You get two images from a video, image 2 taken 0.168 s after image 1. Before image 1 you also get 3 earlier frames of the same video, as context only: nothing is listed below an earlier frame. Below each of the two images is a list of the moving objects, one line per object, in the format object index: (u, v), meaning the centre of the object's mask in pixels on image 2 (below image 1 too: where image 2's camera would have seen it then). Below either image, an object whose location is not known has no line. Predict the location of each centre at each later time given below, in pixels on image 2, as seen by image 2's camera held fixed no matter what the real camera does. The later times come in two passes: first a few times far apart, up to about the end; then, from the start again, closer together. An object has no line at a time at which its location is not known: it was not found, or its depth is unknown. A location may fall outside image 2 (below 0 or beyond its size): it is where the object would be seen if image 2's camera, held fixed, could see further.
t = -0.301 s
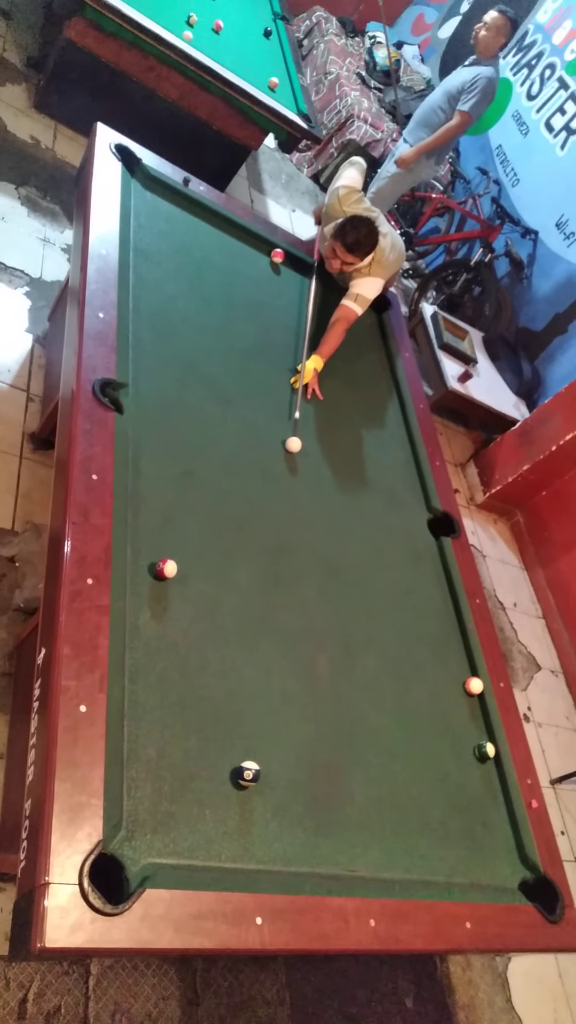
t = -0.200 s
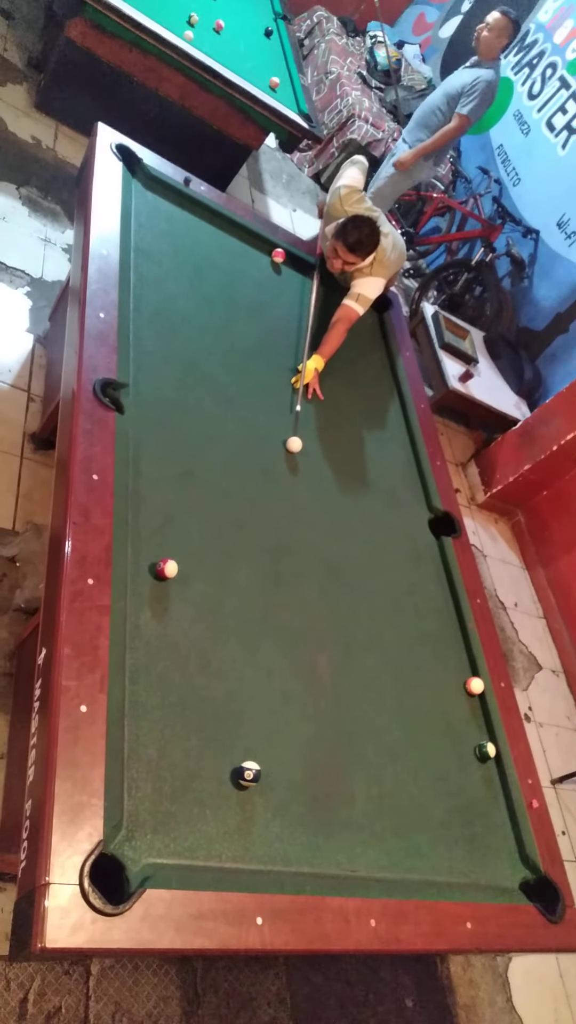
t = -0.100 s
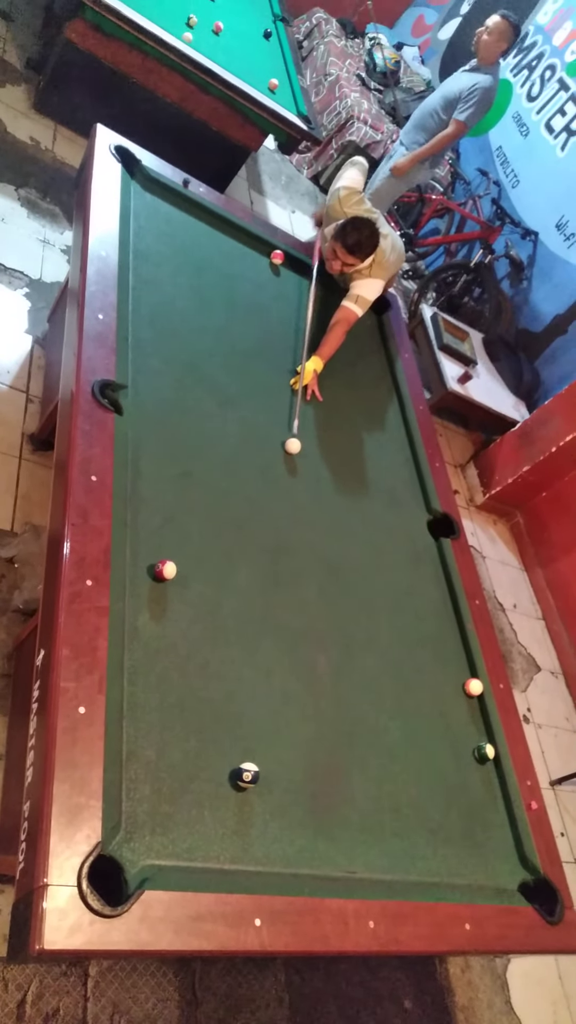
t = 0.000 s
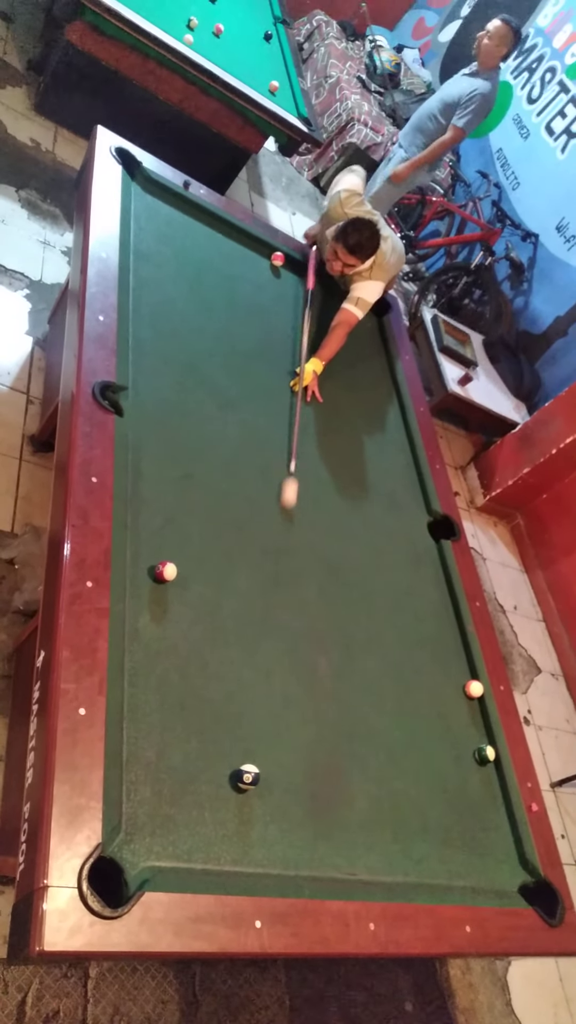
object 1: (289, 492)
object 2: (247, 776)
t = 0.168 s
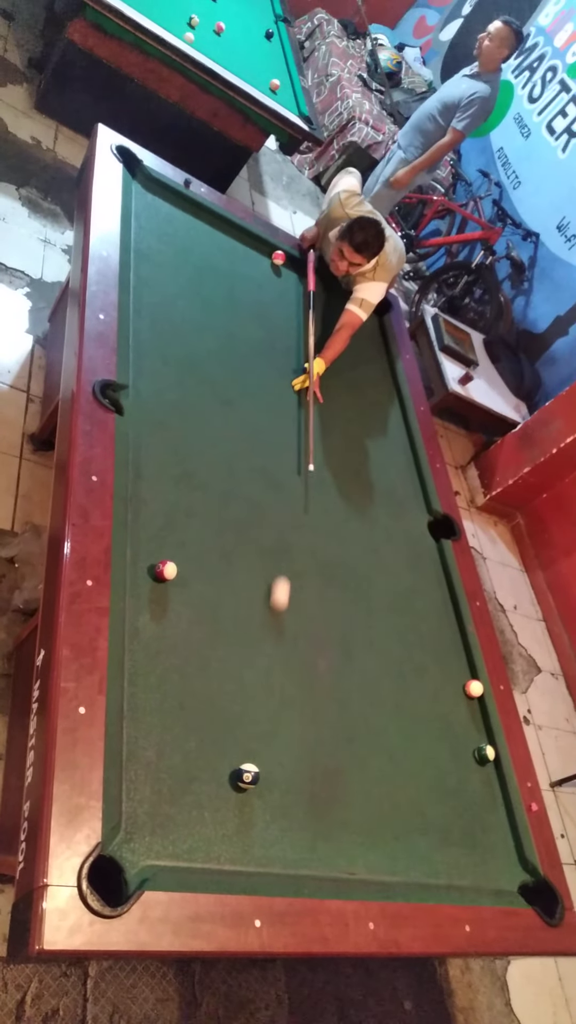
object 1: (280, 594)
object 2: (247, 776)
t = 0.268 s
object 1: (273, 662)
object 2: (247, 776)
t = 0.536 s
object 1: (299, 862)
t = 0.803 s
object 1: (324, 778)
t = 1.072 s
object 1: (343, 705)
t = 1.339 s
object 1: (358, 645)
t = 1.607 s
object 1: (370, 595)
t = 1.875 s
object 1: (381, 553)
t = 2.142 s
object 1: (390, 516)
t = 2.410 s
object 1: (398, 485)
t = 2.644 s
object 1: (404, 460)
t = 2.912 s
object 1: (405, 436)
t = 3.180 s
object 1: (393, 415)
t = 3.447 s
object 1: (383, 397)
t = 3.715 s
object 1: (373, 380)
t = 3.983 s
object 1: (363, 364)
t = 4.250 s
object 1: (354, 349)
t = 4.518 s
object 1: (346, 336)
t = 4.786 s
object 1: (339, 325)
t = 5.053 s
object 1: (334, 314)
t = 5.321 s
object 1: (328, 305)
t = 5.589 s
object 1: (325, 297)
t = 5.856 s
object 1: (321, 290)
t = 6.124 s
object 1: (318, 283)
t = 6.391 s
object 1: (315, 279)
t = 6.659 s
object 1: (312, 274)
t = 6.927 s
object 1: (312, 274)
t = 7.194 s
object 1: (312, 274)
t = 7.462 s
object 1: (313, 274)
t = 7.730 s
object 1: (313, 274)
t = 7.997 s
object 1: (313, 274)
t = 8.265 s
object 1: (313, 274)
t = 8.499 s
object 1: (313, 274)
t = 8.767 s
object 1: (313, 274)
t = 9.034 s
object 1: (313, 274)
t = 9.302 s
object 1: (314, 274)
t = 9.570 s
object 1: (314, 273)
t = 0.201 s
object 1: (277, 616)
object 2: (247, 776)
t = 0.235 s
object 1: (276, 638)
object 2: (247, 776)
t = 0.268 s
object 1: (273, 662)
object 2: (247, 776)
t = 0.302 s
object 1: (271, 688)
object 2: (247, 776)
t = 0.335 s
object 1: (269, 714)
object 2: (247, 776)
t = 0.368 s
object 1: (266, 742)
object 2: (248, 776)
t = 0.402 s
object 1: (267, 768)
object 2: (244, 778)
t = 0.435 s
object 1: (274, 793)
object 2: (233, 783)
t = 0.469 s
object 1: (283, 816)
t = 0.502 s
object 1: (292, 841)
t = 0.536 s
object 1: (299, 862)
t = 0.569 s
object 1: (303, 857)
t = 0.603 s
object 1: (307, 844)
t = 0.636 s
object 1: (310, 832)
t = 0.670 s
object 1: (313, 821)
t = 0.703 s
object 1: (316, 810)
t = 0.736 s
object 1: (319, 799)
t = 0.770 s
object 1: (321, 789)
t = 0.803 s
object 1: (324, 778)
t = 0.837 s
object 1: (327, 768)
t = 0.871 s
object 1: (329, 759)
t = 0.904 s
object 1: (331, 749)
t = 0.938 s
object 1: (334, 740)
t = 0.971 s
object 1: (336, 731)
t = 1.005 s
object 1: (338, 722)
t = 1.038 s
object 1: (341, 713)
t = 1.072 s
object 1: (343, 705)
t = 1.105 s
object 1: (345, 697)
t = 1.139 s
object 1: (347, 689)
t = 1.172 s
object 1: (349, 681)
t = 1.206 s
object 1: (351, 674)
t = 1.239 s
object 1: (353, 666)
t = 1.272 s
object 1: (354, 659)
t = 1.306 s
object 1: (356, 652)
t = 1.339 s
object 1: (358, 645)
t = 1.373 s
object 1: (360, 639)
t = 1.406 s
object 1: (361, 632)
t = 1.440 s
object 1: (363, 625)
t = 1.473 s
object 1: (365, 619)
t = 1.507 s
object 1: (366, 612)
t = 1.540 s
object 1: (368, 606)
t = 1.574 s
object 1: (369, 601)
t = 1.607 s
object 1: (370, 595)
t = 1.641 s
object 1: (372, 589)
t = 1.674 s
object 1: (374, 584)
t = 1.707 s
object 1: (375, 578)
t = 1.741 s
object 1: (376, 573)
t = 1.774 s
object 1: (378, 568)
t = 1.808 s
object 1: (379, 563)
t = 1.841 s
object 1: (380, 558)
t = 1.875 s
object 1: (381, 553)
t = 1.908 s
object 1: (383, 548)
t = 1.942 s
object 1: (384, 543)
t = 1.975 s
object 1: (385, 538)
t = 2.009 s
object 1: (386, 534)
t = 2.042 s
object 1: (388, 530)
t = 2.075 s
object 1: (388, 525)
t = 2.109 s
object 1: (389, 521)
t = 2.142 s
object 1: (390, 516)
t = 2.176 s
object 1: (391, 512)
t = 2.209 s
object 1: (392, 508)
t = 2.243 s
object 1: (393, 504)
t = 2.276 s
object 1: (394, 500)
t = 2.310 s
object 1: (395, 496)
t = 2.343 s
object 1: (396, 492)
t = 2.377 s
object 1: (397, 489)
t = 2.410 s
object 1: (398, 485)
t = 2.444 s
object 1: (399, 481)
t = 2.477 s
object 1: (400, 477)
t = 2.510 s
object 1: (401, 474)
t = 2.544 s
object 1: (402, 471)
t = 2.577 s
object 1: (402, 467)
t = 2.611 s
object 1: (403, 464)
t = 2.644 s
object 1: (404, 460)
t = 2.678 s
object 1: (405, 457)
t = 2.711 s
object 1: (406, 454)
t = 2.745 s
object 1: (407, 450)
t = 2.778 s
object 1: (408, 447)
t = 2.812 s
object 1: (408, 444)
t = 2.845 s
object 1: (408, 442)
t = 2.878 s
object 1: (406, 439)
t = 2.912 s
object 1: (405, 436)
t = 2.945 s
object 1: (403, 433)
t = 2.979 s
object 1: (402, 431)
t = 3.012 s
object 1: (400, 428)
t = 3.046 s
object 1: (399, 426)
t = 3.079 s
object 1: (397, 423)
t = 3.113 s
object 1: (396, 421)
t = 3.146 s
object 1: (395, 418)
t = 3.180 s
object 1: (393, 415)
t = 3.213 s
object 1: (392, 413)
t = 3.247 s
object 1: (391, 411)
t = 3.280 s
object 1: (389, 408)
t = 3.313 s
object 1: (388, 406)
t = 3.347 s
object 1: (387, 404)
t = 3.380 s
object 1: (385, 401)
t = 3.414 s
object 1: (384, 399)
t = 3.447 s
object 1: (383, 397)
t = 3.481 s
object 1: (381, 395)
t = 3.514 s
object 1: (380, 392)
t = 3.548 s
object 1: (379, 390)
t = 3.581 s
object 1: (377, 388)
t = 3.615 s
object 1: (376, 386)
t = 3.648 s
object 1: (375, 383)
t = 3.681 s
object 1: (374, 382)
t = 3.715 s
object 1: (373, 380)
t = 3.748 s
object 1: (371, 377)
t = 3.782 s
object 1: (370, 376)
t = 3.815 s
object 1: (369, 373)
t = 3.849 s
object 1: (368, 372)
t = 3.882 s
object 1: (367, 369)
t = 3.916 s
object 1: (365, 367)
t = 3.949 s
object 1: (364, 366)
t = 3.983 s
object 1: (363, 364)
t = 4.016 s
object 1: (362, 362)
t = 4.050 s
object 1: (361, 360)
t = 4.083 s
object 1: (360, 358)
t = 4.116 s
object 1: (358, 356)
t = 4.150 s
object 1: (357, 355)
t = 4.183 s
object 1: (356, 353)
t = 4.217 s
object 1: (355, 351)
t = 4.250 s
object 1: (354, 349)
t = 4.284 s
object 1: (353, 348)
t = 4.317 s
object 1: (352, 346)
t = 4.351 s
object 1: (351, 344)
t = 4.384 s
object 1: (350, 343)
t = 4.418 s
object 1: (349, 341)
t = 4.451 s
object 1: (348, 339)
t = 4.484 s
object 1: (347, 338)
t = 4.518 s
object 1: (346, 336)
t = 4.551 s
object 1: (345, 334)
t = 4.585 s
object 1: (345, 333)
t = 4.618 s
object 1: (344, 332)
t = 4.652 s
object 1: (343, 330)
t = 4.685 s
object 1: (342, 328)
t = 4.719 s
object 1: (341, 327)
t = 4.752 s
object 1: (340, 326)
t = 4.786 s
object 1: (339, 325)
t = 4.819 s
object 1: (339, 323)
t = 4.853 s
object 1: (338, 322)
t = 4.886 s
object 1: (337, 320)
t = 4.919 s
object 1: (336, 319)
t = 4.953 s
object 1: (336, 318)
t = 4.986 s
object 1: (335, 317)
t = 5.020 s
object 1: (334, 315)
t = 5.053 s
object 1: (334, 314)
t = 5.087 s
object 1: (333, 313)
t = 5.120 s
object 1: (333, 311)
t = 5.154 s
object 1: (332, 310)
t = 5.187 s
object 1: (331, 309)
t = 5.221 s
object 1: (330, 308)
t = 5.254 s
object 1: (330, 307)
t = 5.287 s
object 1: (329, 306)
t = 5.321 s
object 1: (328, 305)
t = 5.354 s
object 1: (328, 304)
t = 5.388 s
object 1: (327, 303)
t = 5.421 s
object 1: (327, 302)
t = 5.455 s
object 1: (326, 301)
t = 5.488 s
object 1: (326, 299)
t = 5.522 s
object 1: (325, 299)
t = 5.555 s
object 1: (325, 298)
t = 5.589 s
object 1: (325, 297)
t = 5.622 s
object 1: (324, 296)
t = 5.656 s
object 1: (324, 295)
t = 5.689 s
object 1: (323, 294)
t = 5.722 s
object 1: (323, 293)
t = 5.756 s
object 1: (323, 292)
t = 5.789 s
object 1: (322, 291)
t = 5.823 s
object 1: (321, 290)
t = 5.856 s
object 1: (321, 290)
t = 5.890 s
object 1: (321, 289)
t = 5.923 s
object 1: (320, 288)
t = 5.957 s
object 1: (320, 287)
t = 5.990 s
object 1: (320, 286)
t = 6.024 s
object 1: (319, 286)
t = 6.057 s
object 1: (319, 285)
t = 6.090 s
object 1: (318, 284)
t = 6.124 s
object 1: (318, 283)
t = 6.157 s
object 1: (317, 283)
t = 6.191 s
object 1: (317, 282)
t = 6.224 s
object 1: (317, 281)
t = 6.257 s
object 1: (316, 281)
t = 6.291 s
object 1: (316, 281)
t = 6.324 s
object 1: (315, 280)
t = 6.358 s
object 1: (315, 279)
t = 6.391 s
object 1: (315, 279)
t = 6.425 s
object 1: (315, 278)
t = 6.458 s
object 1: (314, 277)
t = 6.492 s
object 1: (314, 276)
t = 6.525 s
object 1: (314, 276)
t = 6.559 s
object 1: (313, 275)
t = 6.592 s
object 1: (313, 275)
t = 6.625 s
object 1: (313, 274)
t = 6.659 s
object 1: (312, 274)
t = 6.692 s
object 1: (312, 274)
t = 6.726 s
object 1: (312, 273)
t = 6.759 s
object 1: (312, 274)
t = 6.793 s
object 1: (312, 274)
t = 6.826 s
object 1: (312, 274)
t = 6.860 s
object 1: (312, 274)
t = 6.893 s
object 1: (312, 274)
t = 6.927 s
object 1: (312, 274)
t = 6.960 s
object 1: (312, 274)
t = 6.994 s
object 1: (312, 275)
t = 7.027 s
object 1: (312, 274)
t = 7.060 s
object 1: (312, 274)
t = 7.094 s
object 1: (312, 274)
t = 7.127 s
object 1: (312, 275)
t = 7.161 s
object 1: (312, 274)
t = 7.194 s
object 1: (312, 274)
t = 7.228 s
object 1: (313, 274)
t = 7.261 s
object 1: (313, 274)
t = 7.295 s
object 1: (313, 274)
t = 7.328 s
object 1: (313, 274)
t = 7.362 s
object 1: (313, 274)
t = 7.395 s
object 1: (313, 274)
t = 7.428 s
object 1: (312, 274)
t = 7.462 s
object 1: (313, 274)
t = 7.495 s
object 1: (312, 274)
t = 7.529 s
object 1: (312, 274)
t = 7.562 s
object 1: (312, 274)
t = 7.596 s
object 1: (312, 274)
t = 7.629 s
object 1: (312, 274)
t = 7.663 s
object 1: (313, 274)
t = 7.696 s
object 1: (313, 274)
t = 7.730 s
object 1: (313, 274)
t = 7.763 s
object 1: (312, 274)
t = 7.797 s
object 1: (312, 274)
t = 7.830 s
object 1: (313, 274)
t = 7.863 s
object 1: (313, 274)
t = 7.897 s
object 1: (313, 274)
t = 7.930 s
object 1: (313, 274)
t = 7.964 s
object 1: (313, 274)
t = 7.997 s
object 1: (313, 274)
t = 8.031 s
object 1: (313, 274)
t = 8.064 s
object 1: (313, 274)
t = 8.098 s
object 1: (313, 274)
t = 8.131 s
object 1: (313, 274)
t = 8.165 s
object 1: (313, 274)
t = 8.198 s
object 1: (313, 274)
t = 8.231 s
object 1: (312, 274)
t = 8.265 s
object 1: (313, 274)
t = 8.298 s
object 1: (312, 274)
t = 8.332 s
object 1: (313, 274)
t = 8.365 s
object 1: (313, 274)
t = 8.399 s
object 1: (313, 274)
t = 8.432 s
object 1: (313, 274)
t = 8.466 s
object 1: (313, 274)
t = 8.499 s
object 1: (313, 274)
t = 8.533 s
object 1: (313, 274)
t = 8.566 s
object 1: (313, 274)
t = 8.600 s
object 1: (313, 274)
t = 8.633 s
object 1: (313, 274)
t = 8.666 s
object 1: (313, 274)
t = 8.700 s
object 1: (313, 274)
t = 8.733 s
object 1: (313, 274)
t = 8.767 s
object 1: (313, 274)
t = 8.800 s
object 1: (313, 274)
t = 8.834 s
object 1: (313, 274)
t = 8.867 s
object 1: (313, 274)
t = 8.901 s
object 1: (313, 274)
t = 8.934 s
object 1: (313, 274)
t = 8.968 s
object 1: (313, 274)
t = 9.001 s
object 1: (313, 274)
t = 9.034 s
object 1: (313, 274)
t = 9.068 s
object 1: (313, 274)
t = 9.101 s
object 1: (313, 273)
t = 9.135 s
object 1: (313, 273)
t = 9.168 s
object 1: (313, 274)
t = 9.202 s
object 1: (314, 274)
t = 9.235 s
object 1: (314, 274)
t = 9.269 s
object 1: (314, 274)
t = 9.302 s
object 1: (314, 274)
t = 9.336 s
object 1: (314, 273)
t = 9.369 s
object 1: (314, 273)
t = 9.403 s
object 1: (314, 273)
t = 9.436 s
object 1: (313, 273)
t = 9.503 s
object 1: (314, 273)
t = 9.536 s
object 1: (314, 273)
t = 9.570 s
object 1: (314, 273)
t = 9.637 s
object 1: (314, 273)
